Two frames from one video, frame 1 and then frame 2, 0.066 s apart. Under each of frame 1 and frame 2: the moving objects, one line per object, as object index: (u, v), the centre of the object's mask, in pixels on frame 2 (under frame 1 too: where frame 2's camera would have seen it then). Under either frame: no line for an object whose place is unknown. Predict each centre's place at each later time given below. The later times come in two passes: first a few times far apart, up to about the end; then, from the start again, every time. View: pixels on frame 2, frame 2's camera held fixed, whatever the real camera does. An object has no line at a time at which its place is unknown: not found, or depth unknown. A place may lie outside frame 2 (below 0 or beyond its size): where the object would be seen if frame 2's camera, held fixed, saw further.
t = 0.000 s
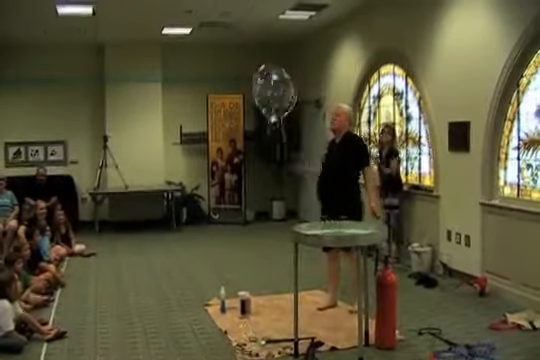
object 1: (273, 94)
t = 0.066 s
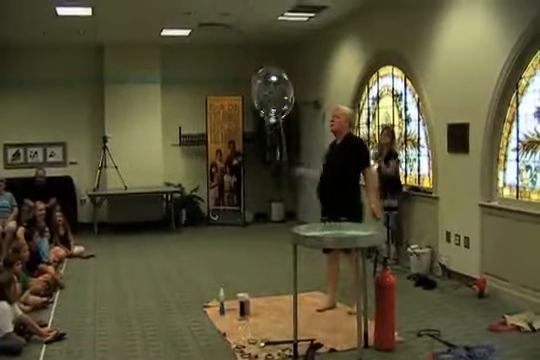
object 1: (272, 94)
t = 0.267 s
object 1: (272, 95)
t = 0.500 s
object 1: (271, 94)
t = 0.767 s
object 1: (269, 95)
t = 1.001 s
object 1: (266, 96)
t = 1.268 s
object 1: (265, 98)
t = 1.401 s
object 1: (263, 99)
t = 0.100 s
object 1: (272, 94)
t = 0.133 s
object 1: (272, 95)
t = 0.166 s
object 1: (272, 95)
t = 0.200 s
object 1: (272, 95)
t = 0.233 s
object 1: (272, 95)
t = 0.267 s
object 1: (272, 95)
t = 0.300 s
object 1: (271, 95)
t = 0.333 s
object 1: (272, 94)
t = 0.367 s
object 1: (272, 94)
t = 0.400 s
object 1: (272, 94)
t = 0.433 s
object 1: (272, 94)
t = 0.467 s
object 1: (271, 94)
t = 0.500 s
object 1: (271, 94)
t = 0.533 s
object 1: (271, 94)
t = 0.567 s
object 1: (271, 94)
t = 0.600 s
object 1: (270, 95)
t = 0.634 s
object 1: (270, 95)
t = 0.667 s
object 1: (270, 96)
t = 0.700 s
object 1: (270, 96)
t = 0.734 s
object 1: (270, 96)
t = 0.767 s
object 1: (269, 95)
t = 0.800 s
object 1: (267, 95)
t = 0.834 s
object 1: (266, 94)
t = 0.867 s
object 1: (266, 95)
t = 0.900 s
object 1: (266, 95)
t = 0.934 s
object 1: (266, 95)
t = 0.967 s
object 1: (266, 96)
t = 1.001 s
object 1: (266, 96)
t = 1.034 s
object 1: (265, 96)
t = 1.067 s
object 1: (265, 96)
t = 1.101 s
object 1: (265, 97)
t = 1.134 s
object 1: (264, 97)
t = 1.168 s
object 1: (264, 96)
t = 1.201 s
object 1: (264, 97)
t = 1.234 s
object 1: (265, 97)
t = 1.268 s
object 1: (265, 98)
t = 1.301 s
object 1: (264, 98)
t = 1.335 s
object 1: (264, 99)
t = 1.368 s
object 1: (264, 98)
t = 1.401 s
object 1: (263, 99)
